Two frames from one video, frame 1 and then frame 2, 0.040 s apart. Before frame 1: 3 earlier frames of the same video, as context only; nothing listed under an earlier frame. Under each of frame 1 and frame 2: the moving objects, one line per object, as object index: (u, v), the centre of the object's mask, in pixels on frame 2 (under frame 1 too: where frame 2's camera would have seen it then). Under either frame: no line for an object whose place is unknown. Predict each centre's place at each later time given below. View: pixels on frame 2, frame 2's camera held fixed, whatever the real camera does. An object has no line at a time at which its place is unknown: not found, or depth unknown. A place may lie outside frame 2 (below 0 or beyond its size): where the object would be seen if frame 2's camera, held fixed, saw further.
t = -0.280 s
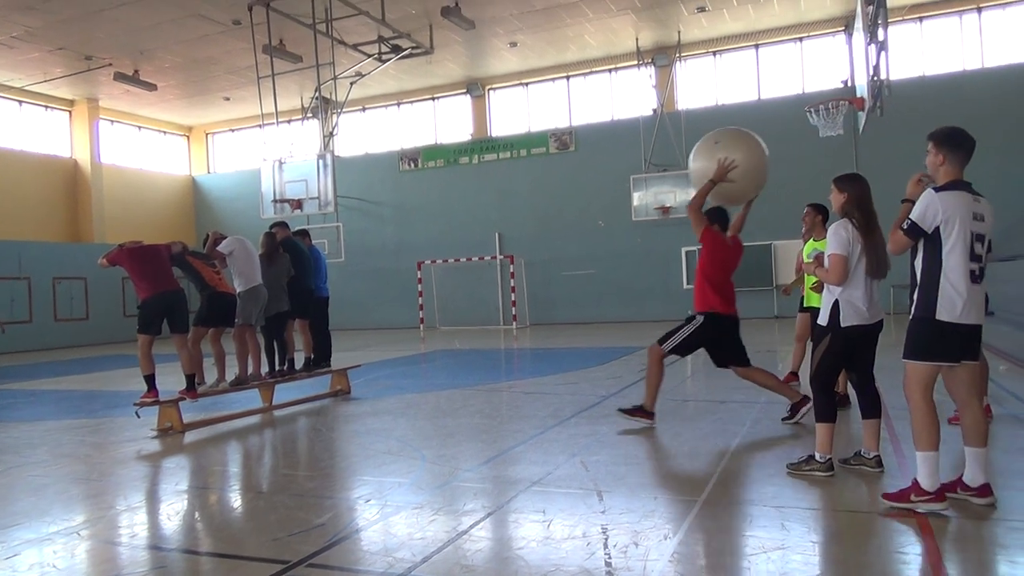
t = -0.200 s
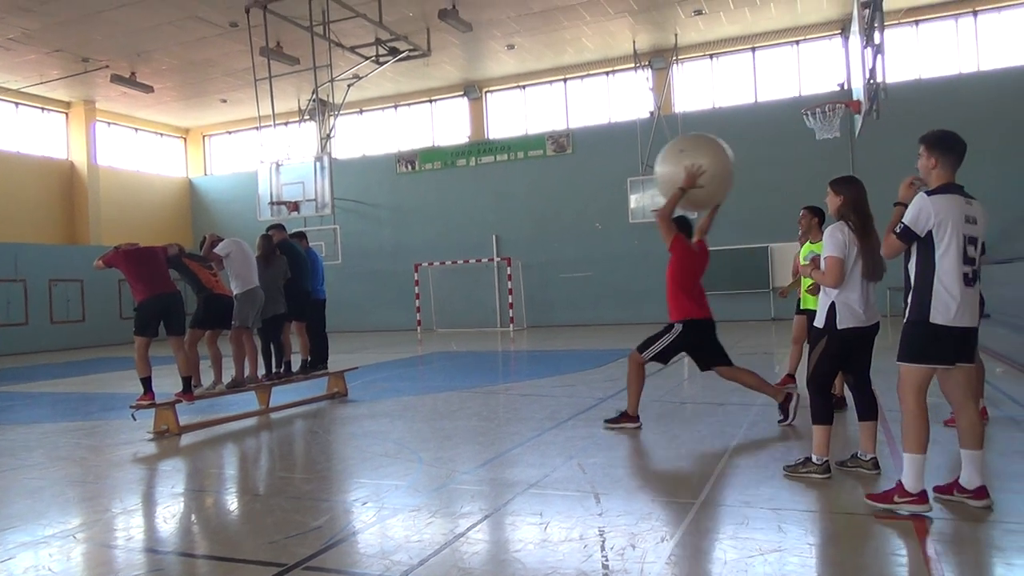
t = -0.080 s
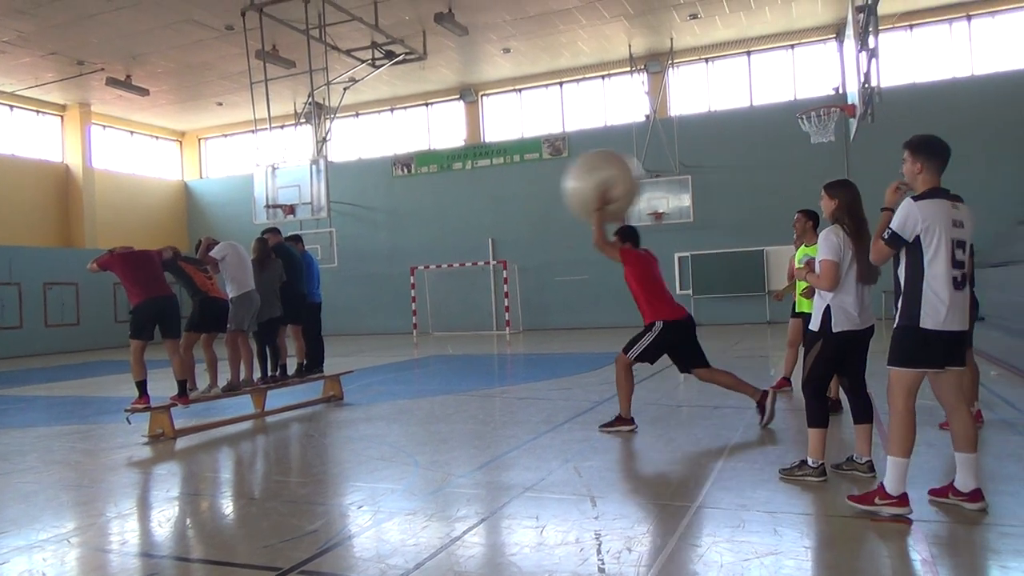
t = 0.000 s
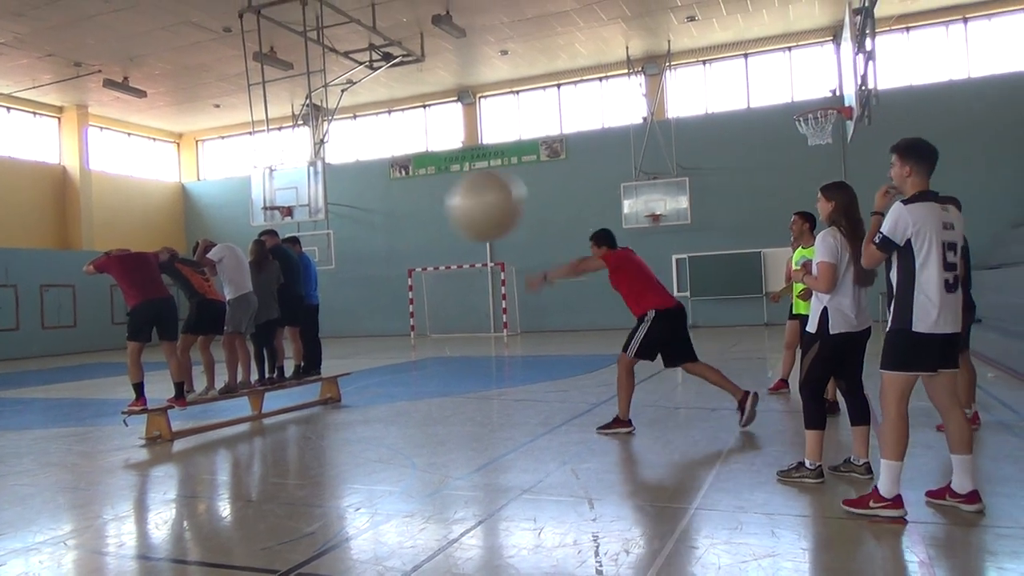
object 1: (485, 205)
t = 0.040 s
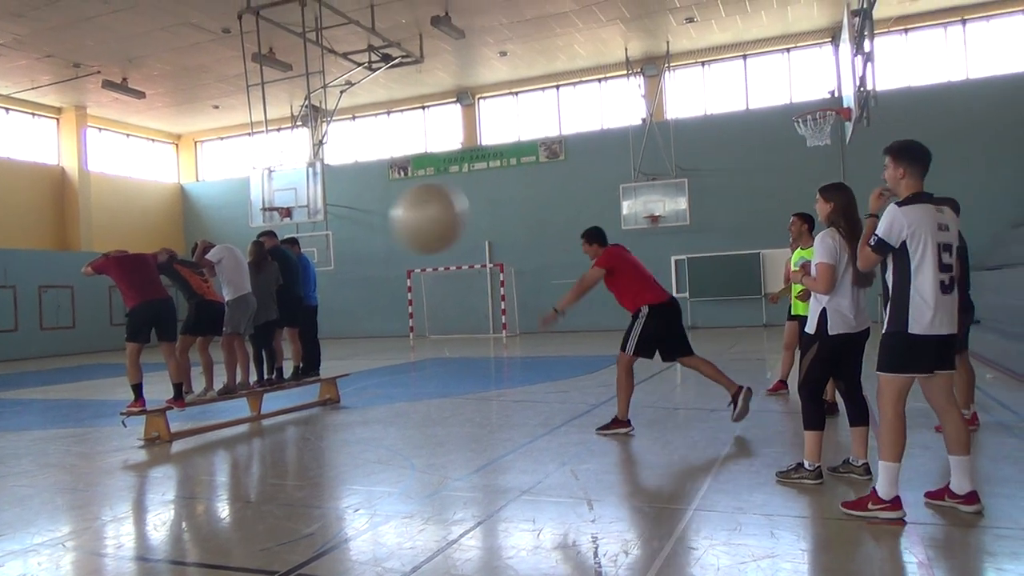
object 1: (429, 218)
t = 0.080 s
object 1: (375, 231)
